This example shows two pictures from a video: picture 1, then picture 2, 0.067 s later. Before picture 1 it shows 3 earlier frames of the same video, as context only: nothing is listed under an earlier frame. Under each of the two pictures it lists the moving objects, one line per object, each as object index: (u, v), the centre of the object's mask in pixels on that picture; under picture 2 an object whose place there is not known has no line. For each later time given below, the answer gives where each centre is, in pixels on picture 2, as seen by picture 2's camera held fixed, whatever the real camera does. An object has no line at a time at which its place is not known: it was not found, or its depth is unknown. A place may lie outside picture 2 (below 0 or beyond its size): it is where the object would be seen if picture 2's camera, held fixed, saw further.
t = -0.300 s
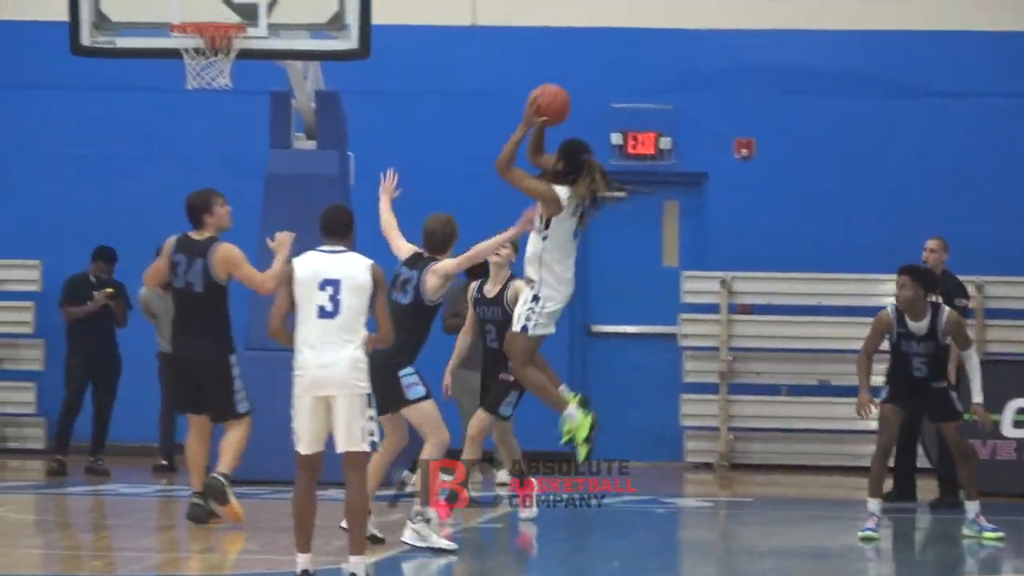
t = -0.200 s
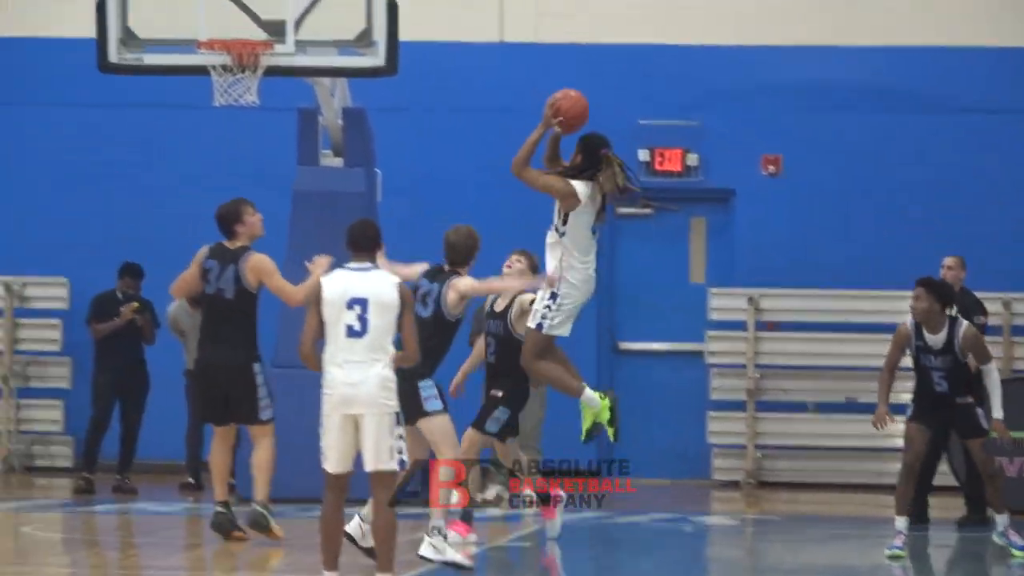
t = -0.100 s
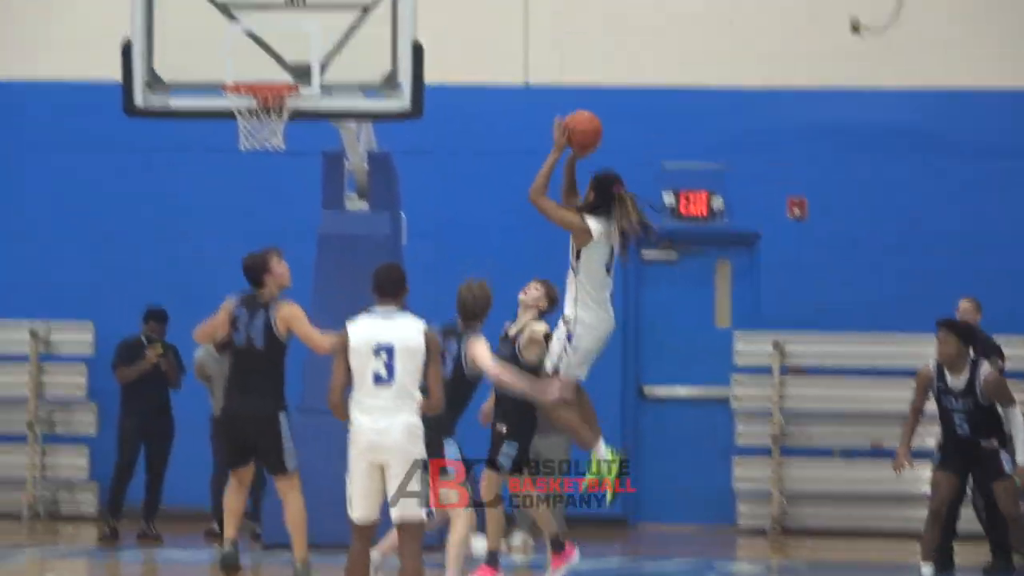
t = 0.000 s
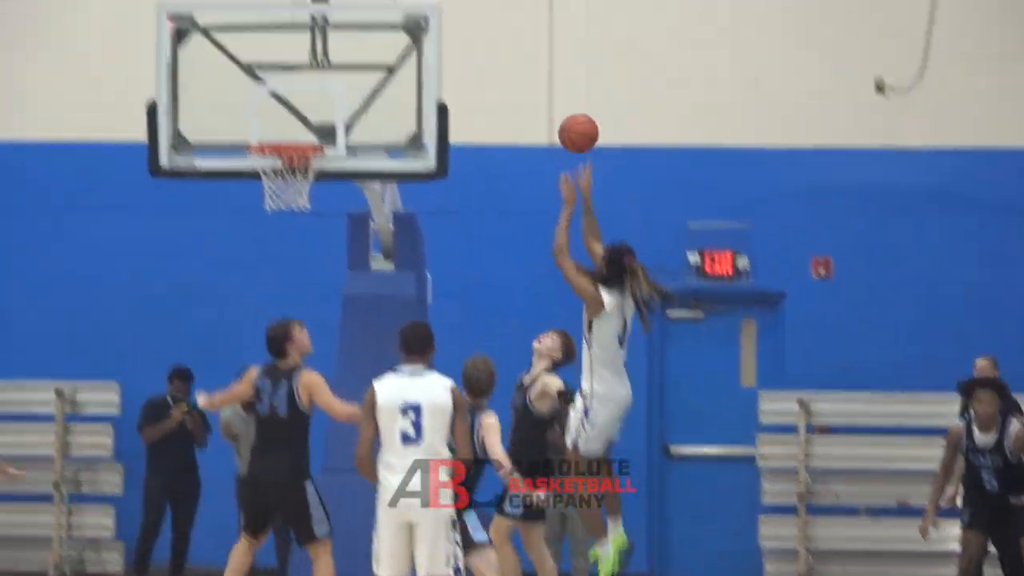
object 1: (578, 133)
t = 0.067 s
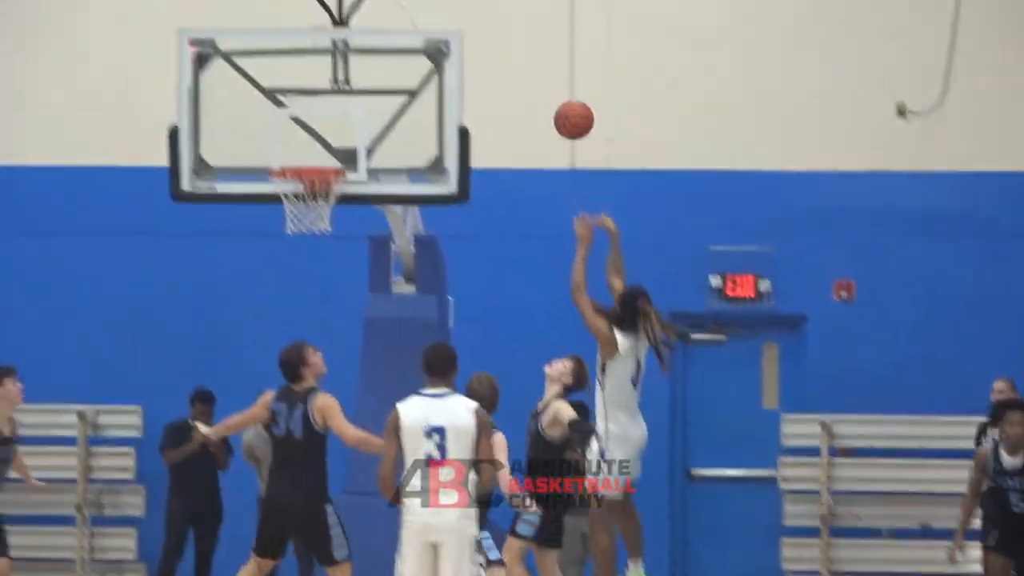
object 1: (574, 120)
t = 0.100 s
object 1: (560, 103)
